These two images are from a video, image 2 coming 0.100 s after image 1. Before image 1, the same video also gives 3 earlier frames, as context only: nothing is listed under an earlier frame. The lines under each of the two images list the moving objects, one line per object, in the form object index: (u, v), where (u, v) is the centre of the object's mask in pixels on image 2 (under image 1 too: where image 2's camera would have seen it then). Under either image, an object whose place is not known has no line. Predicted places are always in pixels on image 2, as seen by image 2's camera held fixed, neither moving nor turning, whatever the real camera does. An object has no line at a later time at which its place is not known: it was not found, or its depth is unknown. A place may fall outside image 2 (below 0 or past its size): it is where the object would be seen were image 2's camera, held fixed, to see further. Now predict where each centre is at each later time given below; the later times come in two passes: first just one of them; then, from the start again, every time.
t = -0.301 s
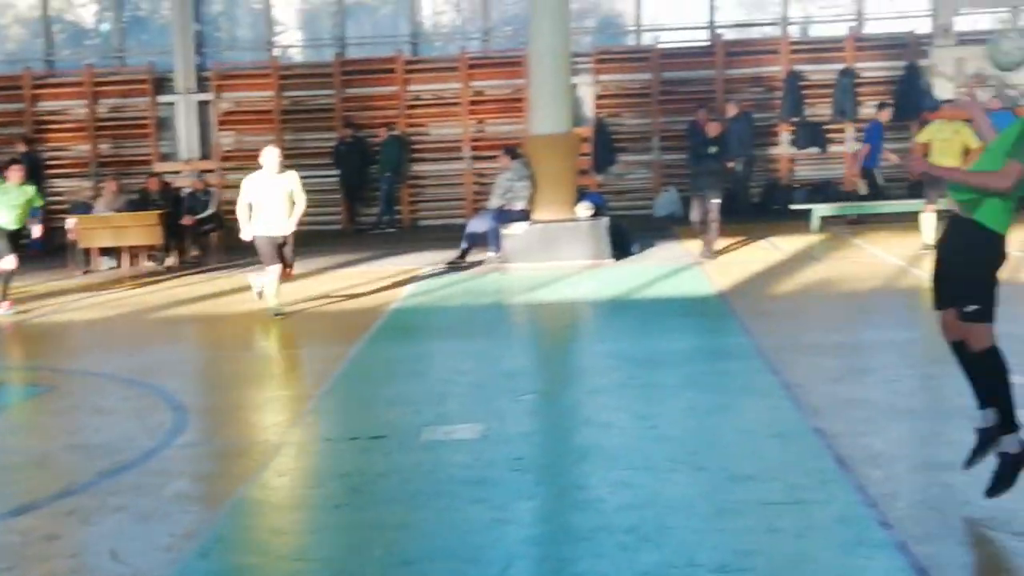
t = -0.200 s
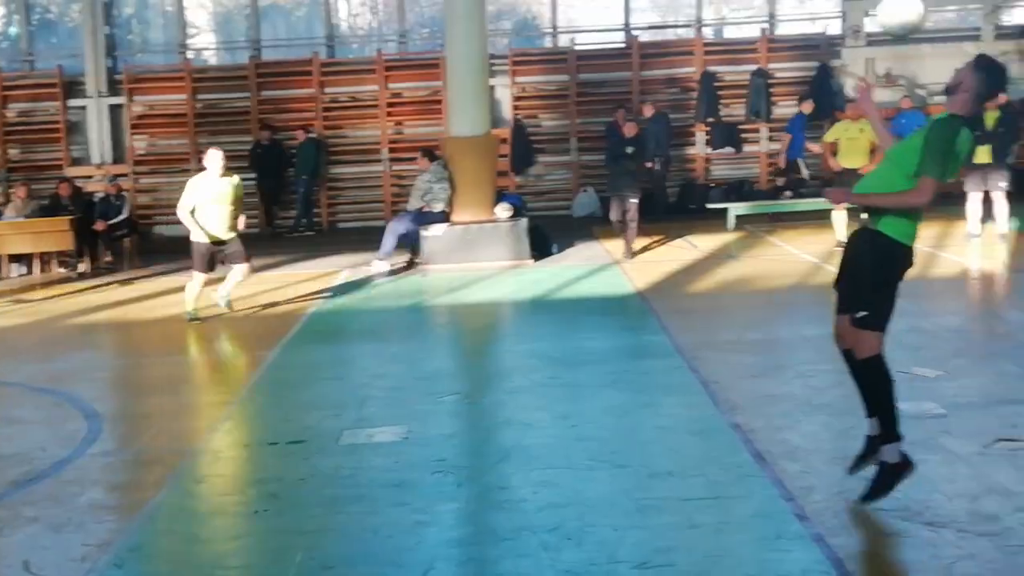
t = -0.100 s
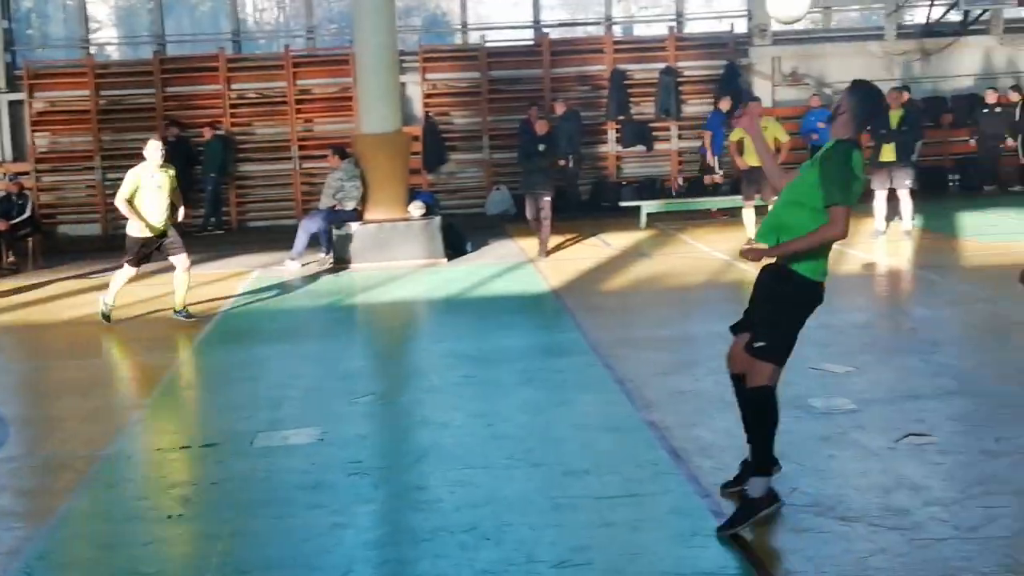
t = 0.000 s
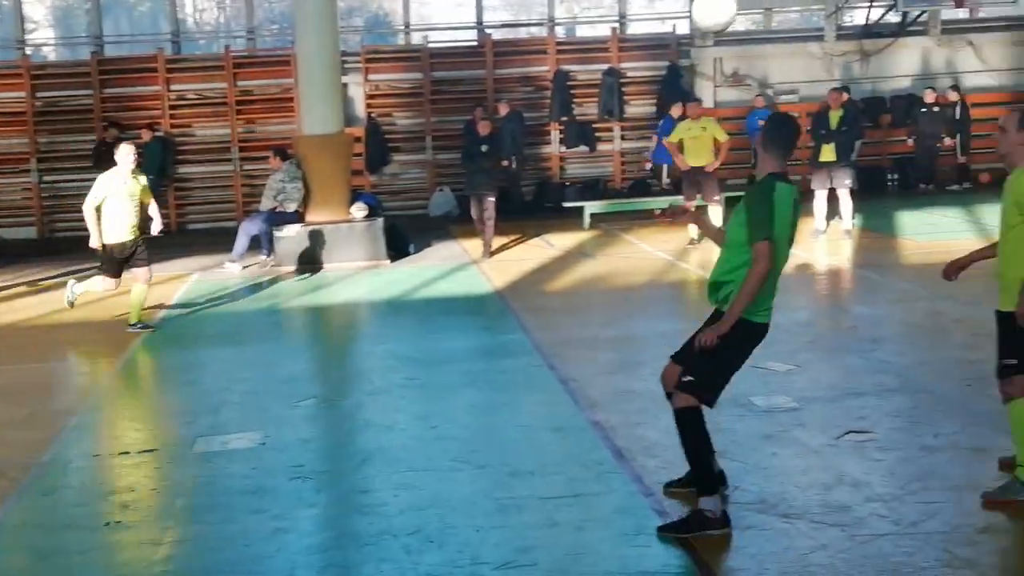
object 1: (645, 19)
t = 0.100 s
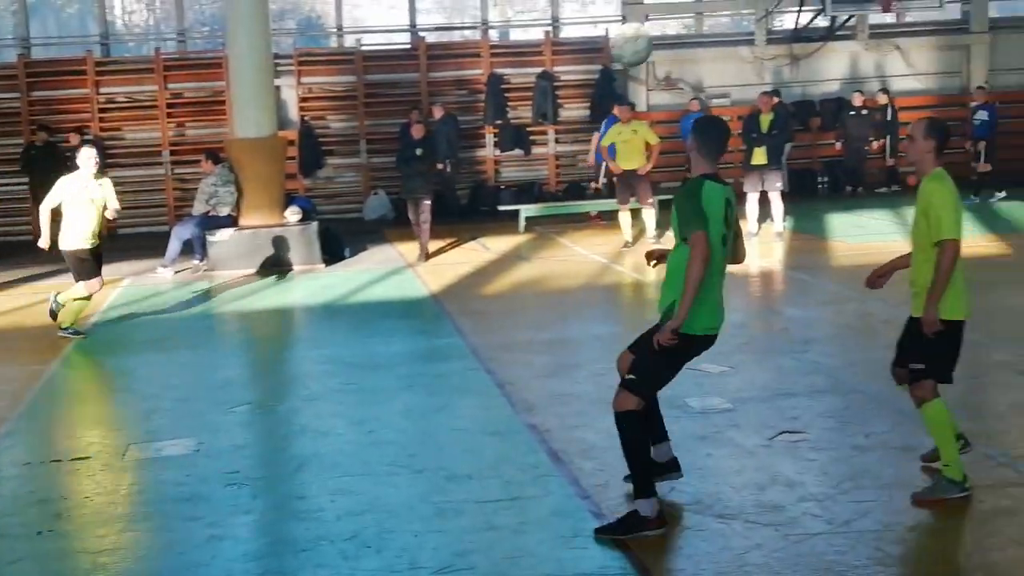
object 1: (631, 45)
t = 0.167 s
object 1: (621, 76)
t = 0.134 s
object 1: (626, 57)
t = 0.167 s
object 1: (621, 76)
